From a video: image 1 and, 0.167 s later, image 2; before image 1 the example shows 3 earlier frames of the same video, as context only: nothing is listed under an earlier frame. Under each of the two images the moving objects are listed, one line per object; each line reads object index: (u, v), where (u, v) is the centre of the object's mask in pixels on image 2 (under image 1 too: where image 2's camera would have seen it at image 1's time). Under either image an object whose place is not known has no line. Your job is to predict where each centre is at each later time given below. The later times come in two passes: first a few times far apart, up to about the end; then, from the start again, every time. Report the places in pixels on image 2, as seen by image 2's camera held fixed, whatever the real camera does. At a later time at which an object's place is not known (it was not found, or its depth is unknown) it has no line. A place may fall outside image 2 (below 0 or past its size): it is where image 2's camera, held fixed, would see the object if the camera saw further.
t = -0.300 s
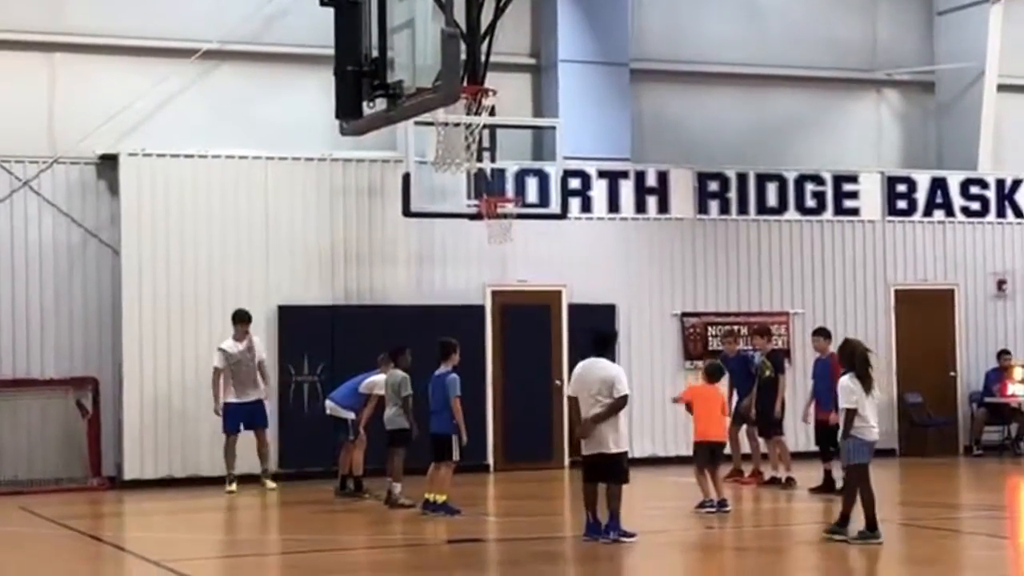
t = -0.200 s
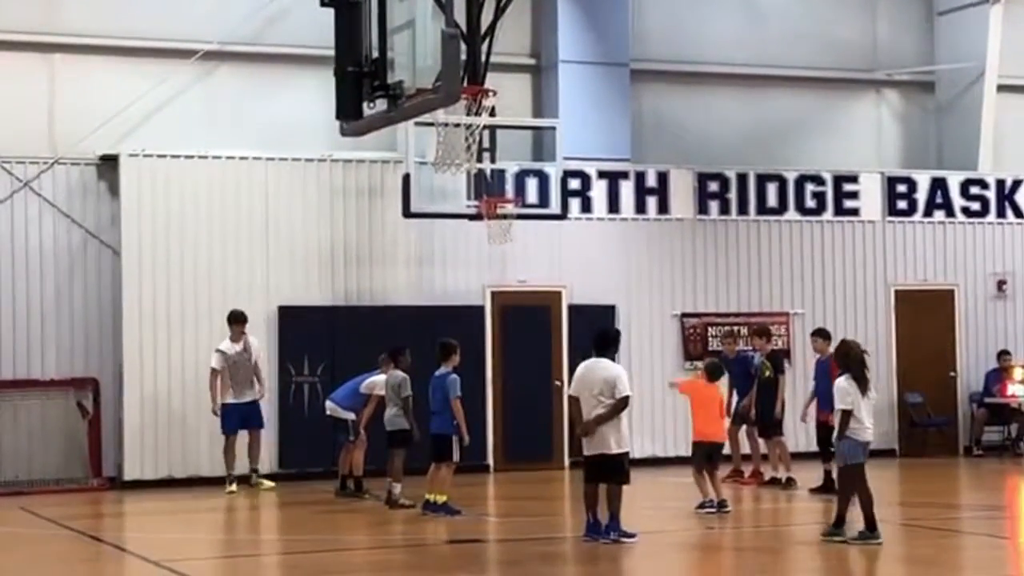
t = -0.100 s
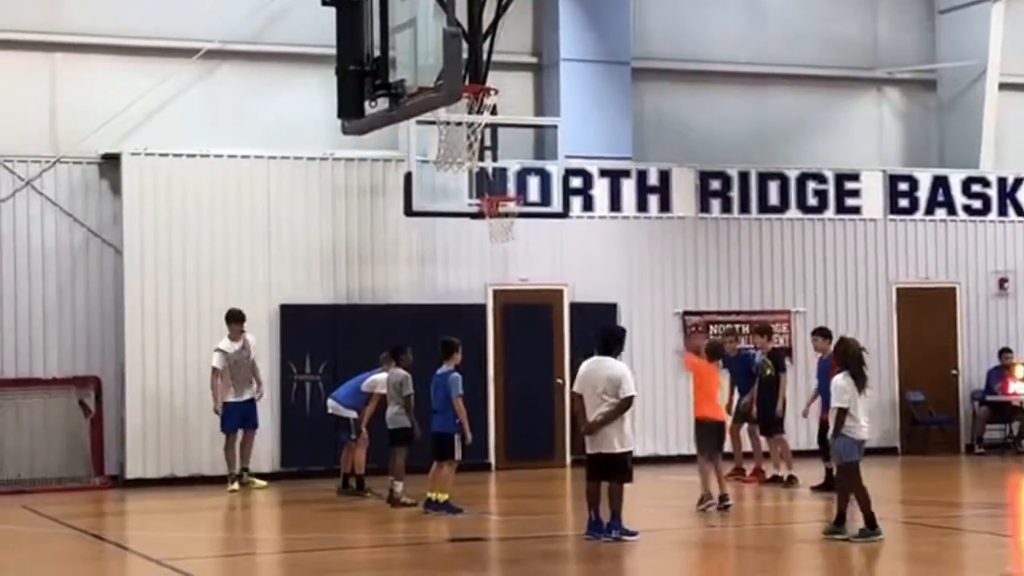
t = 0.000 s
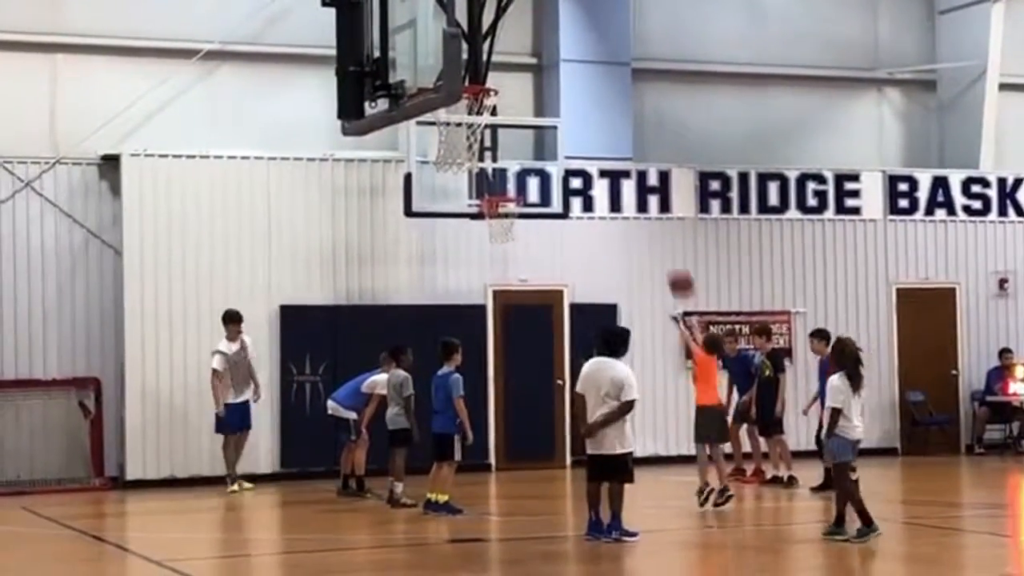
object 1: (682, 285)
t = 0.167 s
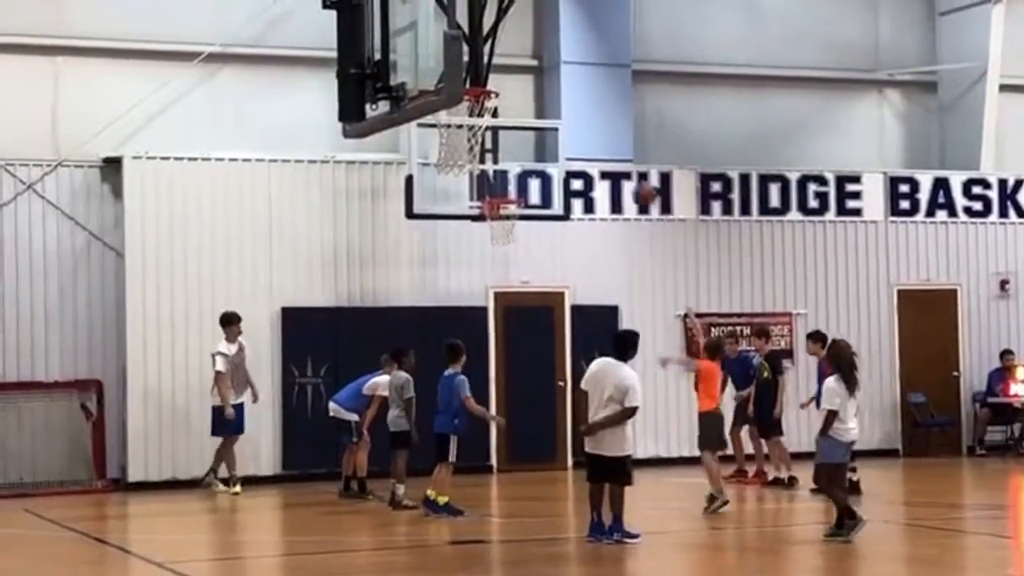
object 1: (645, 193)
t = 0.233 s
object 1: (631, 169)
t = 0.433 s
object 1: (593, 123)
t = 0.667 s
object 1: (555, 123)
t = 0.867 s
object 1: (524, 161)
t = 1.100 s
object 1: (505, 181)
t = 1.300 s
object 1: (497, 184)
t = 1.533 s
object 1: (510, 217)
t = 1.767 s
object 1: (506, 232)
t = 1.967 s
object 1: (499, 268)
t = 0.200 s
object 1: (637, 181)
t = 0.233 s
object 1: (631, 169)
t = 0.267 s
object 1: (624, 158)
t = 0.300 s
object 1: (617, 149)
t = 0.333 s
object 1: (610, 141)
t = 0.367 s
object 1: (604, 134)
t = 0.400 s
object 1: (598, 128)
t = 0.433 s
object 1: (593, 123)
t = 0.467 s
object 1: (587, 120)
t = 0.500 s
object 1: (581, 118)
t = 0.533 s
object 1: (575, 116)
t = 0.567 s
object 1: (570, 116)
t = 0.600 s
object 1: (565, 117)
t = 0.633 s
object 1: (560, 120)
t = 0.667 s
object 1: (555, 123)
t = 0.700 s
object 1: (550, 125)
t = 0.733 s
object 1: (545, 132)
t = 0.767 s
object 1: (539, 137)
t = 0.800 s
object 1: (533, 144)
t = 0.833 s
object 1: (528, 151)
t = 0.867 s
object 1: (524, 161)
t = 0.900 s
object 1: (519, 169)
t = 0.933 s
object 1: (514, 179)
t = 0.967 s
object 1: (513, 189)
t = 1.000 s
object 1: (512, 187)
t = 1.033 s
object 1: (508, 185)
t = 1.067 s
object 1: (506, 184)
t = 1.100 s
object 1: (505, 181)
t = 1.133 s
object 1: (503, 180)
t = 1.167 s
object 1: (501, 181)
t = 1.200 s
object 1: (497, 182)
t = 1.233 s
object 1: (497, 182)
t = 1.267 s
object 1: (496, 185)
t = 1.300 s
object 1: (497, 184)
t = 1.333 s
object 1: (499, 185)
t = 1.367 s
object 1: (500, 190)
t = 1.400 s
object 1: (502, 192)
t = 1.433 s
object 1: (507, 198)
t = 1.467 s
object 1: (507, 208)
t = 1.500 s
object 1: (509, 210)
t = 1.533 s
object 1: (510, 217)
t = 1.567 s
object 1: (511, 220)
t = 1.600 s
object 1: (511, 222)
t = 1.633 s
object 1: (511, 224)
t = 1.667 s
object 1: (510, 225)
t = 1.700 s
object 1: (508, 226)
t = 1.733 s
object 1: (508, 228)
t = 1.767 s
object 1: (506, 232)
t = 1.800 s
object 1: (505, 234)
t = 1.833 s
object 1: (503, 241)
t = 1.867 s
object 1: (502, 246)
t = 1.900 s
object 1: (501, 253)
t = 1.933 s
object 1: (499, 260)
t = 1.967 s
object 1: (499, 268)
